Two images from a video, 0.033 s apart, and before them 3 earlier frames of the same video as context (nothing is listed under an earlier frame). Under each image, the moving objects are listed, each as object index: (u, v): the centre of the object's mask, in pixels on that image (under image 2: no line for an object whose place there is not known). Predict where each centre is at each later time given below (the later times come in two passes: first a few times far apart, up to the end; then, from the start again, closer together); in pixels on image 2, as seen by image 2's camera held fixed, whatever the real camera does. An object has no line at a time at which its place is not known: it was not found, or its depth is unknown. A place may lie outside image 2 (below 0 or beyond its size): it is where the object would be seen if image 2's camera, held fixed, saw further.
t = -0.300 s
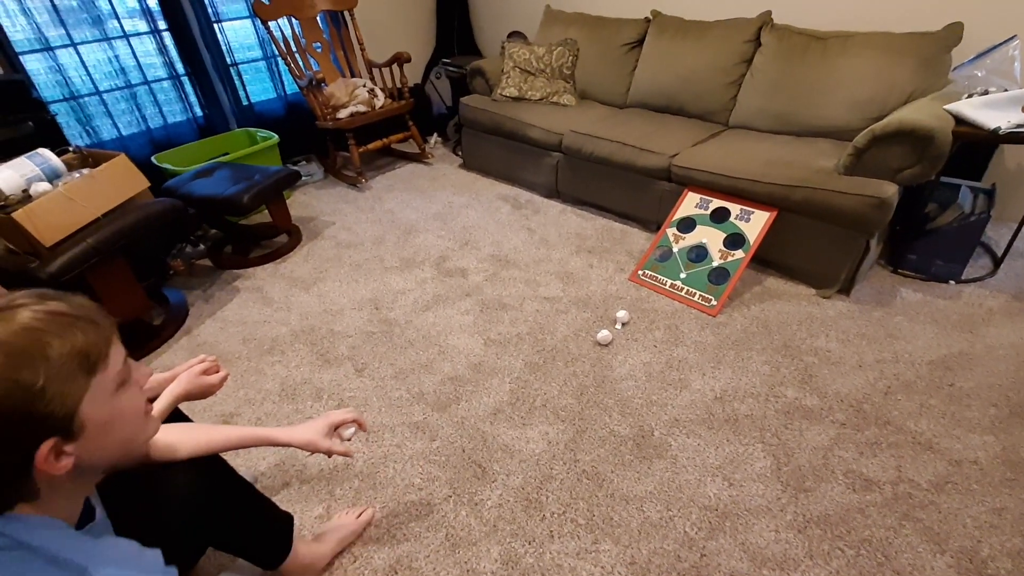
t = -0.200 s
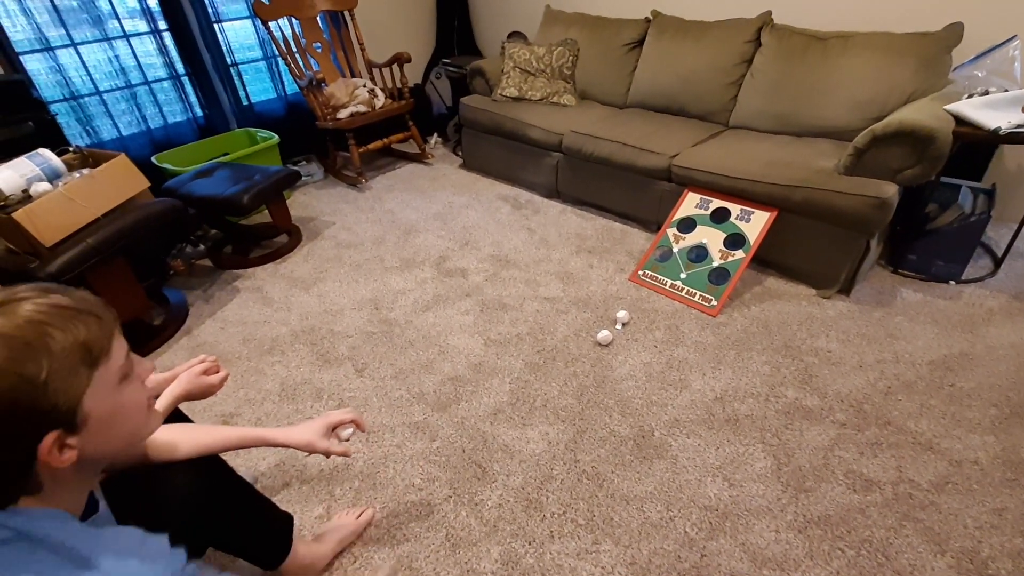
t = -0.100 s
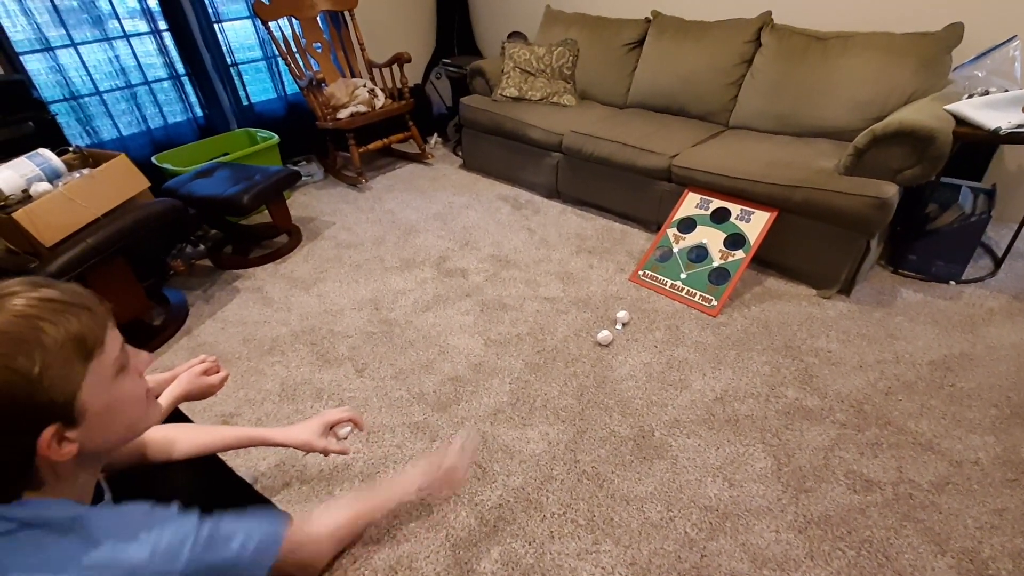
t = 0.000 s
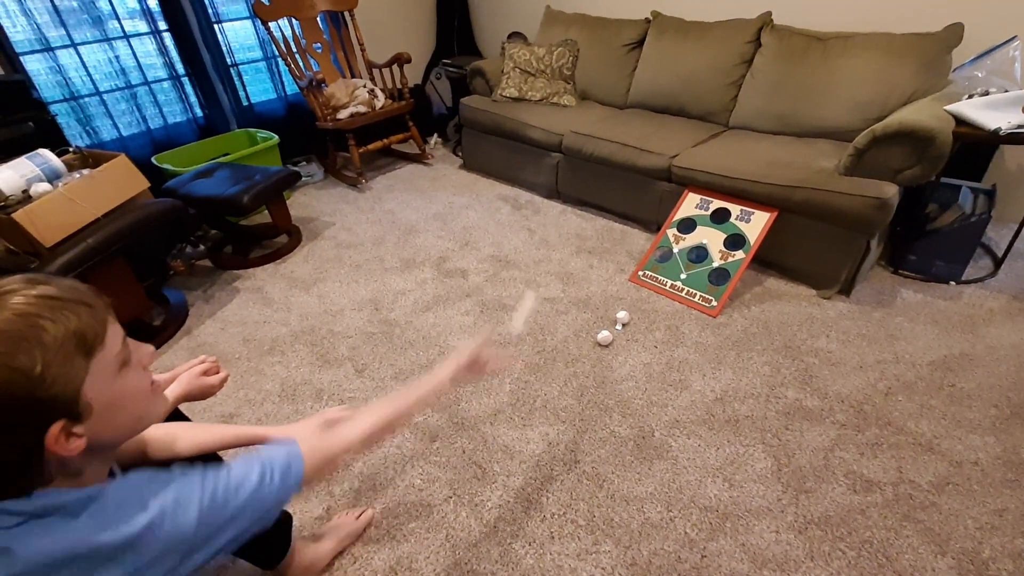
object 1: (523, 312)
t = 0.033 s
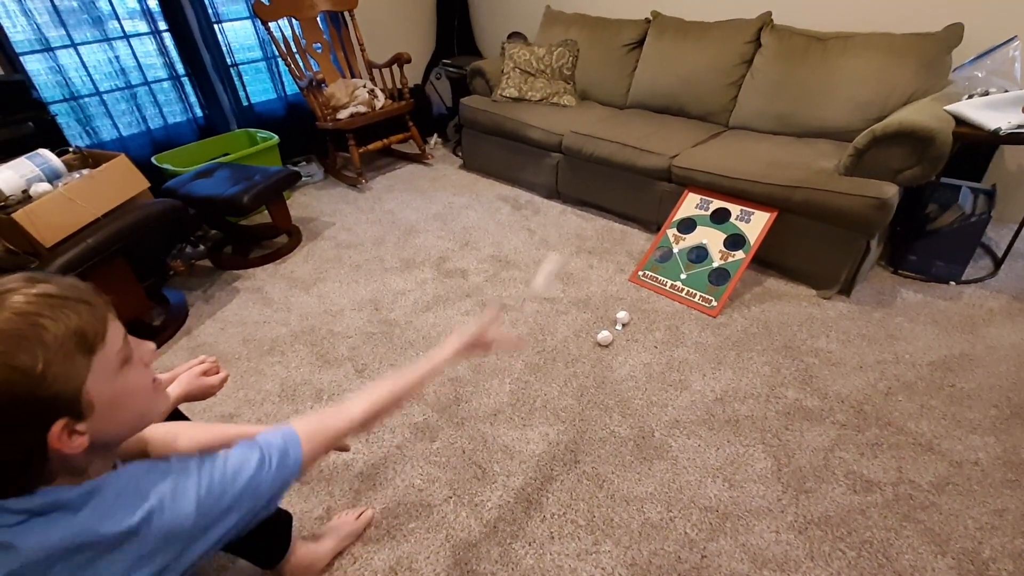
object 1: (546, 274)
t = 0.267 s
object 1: (666, 140)
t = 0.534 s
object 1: (726, 202)
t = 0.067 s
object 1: (567, 238)
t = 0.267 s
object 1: (666, 140)
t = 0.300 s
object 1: (679, 139)
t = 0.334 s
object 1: (689, 142)
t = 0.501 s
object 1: (724, 192)
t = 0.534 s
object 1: (726, 202)
